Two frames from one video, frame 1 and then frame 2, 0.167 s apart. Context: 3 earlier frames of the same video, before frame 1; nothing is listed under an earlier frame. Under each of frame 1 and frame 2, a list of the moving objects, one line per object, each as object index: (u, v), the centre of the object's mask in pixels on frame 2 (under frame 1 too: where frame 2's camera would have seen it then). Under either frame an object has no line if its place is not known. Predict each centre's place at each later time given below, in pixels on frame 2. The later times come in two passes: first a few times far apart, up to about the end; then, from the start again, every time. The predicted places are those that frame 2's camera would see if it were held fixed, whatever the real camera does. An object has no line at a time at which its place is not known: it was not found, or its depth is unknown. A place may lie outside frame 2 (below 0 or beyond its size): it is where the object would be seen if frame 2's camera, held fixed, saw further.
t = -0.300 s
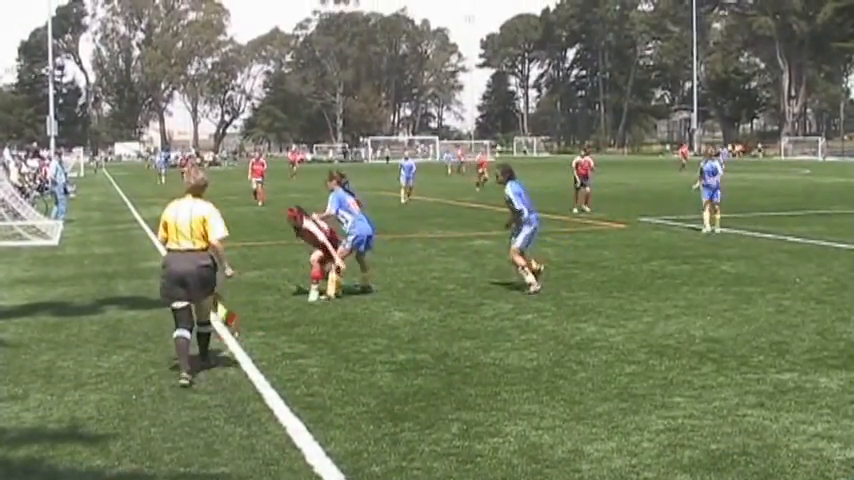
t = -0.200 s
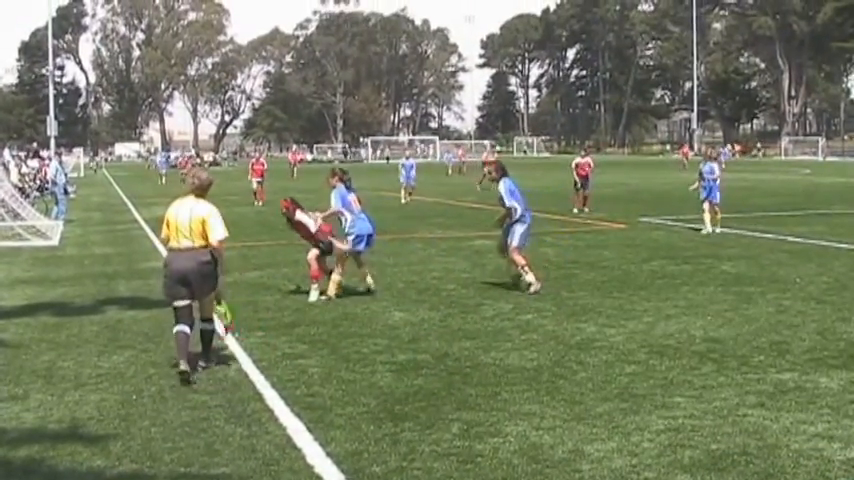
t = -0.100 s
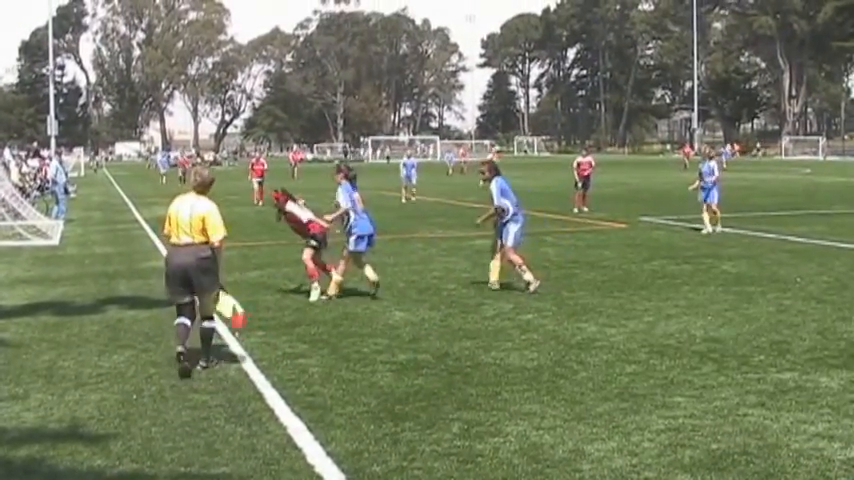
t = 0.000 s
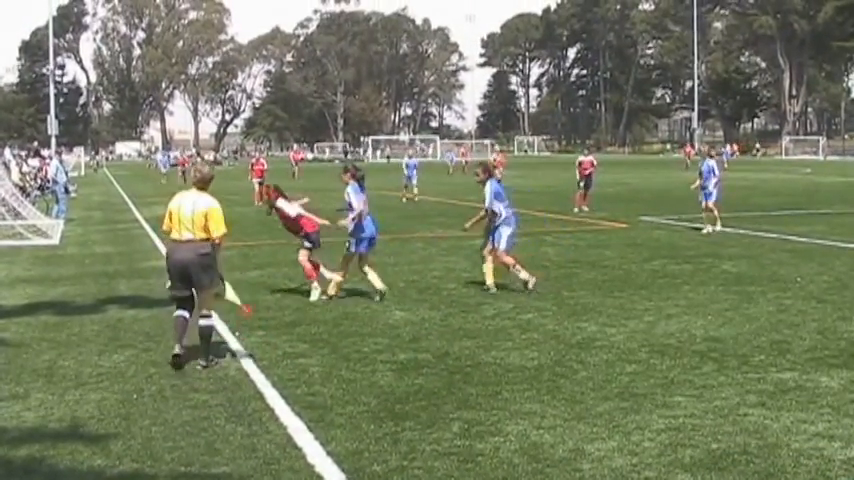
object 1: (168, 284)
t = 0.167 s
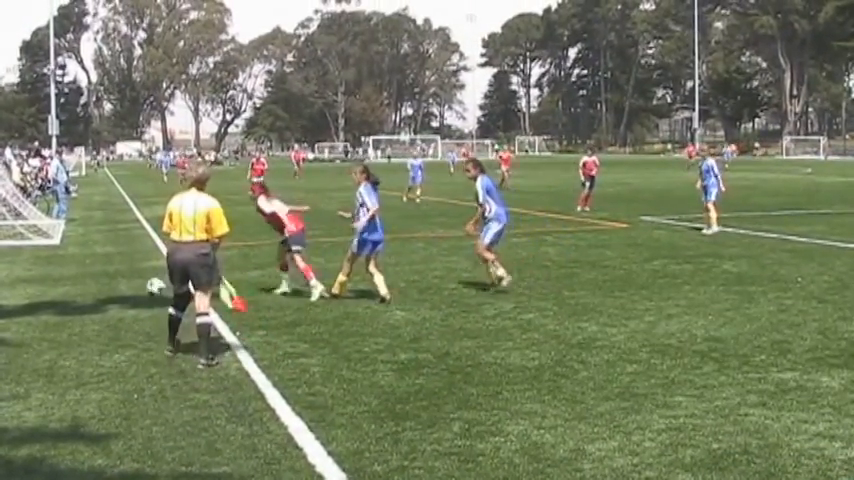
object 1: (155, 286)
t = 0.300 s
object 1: (142, 286)
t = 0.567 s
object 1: (113, 285)
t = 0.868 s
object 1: (86, 286)
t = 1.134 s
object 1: (62, 284)
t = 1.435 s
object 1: (39, 284)
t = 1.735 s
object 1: (20, 284)
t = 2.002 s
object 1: (5, 283)
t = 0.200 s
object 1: (152, 285)
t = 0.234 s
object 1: (149, 285)
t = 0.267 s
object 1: (145, 286)
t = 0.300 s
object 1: (142, 286)
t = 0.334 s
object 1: (138, 285)
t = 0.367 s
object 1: (135, 286)
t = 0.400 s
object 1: (131, 286)
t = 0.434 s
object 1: (128, 285)
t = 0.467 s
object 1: (124, 286)
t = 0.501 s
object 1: (120, 286)
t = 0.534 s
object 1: (117, 285)
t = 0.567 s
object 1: (113, 285)
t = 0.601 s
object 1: (110, 285)
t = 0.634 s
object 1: (106, 285)
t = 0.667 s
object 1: (104, 285)
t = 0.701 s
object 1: (100, 285)
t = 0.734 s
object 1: (97, 285)
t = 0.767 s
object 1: (94, 285)
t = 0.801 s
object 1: (91, 285)
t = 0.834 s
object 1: (88, 285)
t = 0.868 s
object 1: (86, 286)
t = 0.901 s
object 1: (82, 285)
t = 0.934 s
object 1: (79, 285)
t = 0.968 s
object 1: (77, 285)
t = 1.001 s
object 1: (73, 285)
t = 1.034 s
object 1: (70, 285)
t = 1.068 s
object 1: (67, 285)
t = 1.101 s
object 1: (64, 284)
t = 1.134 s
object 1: (62, 284)
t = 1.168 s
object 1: (59, 284)
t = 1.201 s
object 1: (56, 285)
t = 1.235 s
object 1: (54, 284)
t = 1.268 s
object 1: (51, 283)
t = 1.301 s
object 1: (48, 284)
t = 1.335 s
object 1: (46, 284)
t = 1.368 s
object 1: (44, 284)
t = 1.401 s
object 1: (42, 284)
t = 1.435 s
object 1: (39, 284)
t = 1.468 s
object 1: (37, 284)
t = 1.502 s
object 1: (34, 284)
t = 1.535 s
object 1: (32, 283)
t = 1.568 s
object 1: (30, 283)
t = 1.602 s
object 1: (28, 283)
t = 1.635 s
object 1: (26, 283)
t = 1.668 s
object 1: (24, 283)
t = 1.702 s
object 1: (22, 284)
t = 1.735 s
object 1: (20, 284)
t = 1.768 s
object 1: (18, 284)
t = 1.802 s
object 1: (16, 284)
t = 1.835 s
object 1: (13, 283)
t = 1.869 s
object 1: (11, 283)
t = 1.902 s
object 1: (9, 284)
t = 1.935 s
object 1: (8, 284)
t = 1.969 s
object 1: (6, 284)
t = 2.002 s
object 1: (5, 283)
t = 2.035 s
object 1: (4, 283)
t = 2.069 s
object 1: (2, 283)
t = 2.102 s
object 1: (1, 284)
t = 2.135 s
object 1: (0, 284)
